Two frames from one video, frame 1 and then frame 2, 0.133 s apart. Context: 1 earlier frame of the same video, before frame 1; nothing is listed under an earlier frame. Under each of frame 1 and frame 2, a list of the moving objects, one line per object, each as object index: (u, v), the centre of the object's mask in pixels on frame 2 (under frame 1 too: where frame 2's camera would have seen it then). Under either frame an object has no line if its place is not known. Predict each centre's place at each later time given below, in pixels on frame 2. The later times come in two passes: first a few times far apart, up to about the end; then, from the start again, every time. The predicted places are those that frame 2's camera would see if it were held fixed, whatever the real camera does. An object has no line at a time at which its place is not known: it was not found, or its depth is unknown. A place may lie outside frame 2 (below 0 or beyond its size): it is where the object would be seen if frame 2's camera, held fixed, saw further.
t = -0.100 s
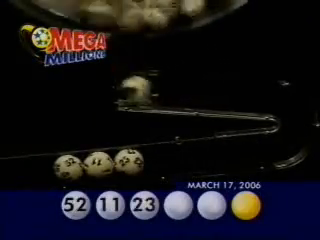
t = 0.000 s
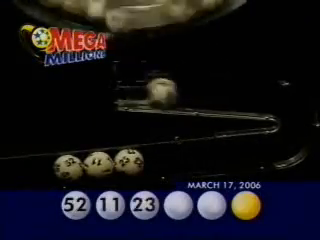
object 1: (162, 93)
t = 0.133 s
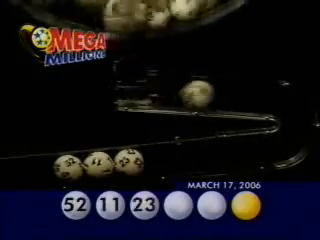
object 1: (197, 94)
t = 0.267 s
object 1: (236, 96)
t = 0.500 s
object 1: (296, 130)
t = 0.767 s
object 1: (202, 154)
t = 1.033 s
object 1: (159, 158)
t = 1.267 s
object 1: (159, 158)
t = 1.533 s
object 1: (159, 159)
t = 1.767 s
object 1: (159, 158)
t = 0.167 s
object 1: (206, 95)
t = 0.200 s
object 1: (216, 95)
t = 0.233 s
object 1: (226, 96)
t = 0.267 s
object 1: (236, 96)
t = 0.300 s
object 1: (247, 97)
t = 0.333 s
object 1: (259, 98)
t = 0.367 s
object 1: (270, 100)
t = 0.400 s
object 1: (282, 102)
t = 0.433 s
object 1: (294, 110)
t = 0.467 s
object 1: (296, 120)
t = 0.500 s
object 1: (296, 130)
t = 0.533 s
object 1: (290, 139)
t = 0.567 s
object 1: (280, 145)
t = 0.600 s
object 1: (268, 147)
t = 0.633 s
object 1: (256, 148)
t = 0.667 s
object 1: (242, 149)
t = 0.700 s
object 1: (229, 151)
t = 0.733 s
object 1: (215, 153)
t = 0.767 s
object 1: (202, 154)
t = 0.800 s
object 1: (188, 155)
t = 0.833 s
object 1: (173, 156)
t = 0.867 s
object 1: (161, 158)
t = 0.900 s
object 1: (159, 156)
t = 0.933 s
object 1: (159, 157)
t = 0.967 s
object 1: (159, 157)
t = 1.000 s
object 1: (159, 157)
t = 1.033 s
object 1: (159, 158)
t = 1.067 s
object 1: (159, 159)
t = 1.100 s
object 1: (159, 158)
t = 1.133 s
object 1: (159, 158)
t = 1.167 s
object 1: (159, 158)
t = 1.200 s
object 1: (159, 158)
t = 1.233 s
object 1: (159, 158)
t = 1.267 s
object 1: (159, 158)
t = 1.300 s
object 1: (158, 158)
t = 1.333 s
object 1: (159, 159)
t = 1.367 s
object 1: (159, 158)
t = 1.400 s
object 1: (159, 158)
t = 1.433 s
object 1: (159, 158)
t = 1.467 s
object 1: (159, 158)
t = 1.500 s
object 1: (159, 158)
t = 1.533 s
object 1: (159, 159)
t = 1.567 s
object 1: (159, 158)
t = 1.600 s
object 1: (159, 158)
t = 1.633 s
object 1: (159, 158)
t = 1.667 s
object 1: (159, 158)
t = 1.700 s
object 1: (159, 158)
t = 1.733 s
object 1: (159, 159)
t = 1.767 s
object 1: (159, 158)
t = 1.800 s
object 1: (159, 158)
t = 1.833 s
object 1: (159, 158)
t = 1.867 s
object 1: (159, 159)
